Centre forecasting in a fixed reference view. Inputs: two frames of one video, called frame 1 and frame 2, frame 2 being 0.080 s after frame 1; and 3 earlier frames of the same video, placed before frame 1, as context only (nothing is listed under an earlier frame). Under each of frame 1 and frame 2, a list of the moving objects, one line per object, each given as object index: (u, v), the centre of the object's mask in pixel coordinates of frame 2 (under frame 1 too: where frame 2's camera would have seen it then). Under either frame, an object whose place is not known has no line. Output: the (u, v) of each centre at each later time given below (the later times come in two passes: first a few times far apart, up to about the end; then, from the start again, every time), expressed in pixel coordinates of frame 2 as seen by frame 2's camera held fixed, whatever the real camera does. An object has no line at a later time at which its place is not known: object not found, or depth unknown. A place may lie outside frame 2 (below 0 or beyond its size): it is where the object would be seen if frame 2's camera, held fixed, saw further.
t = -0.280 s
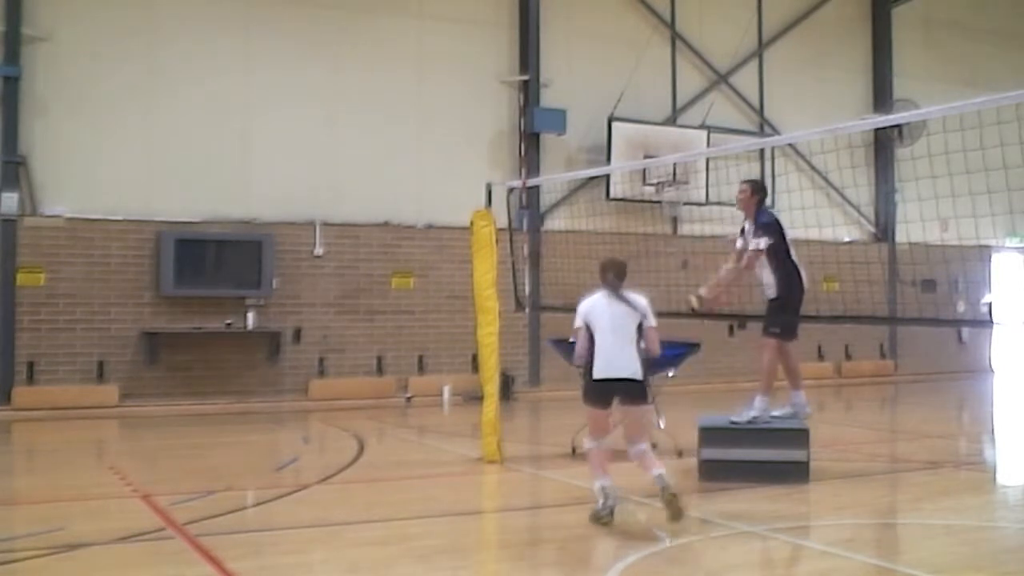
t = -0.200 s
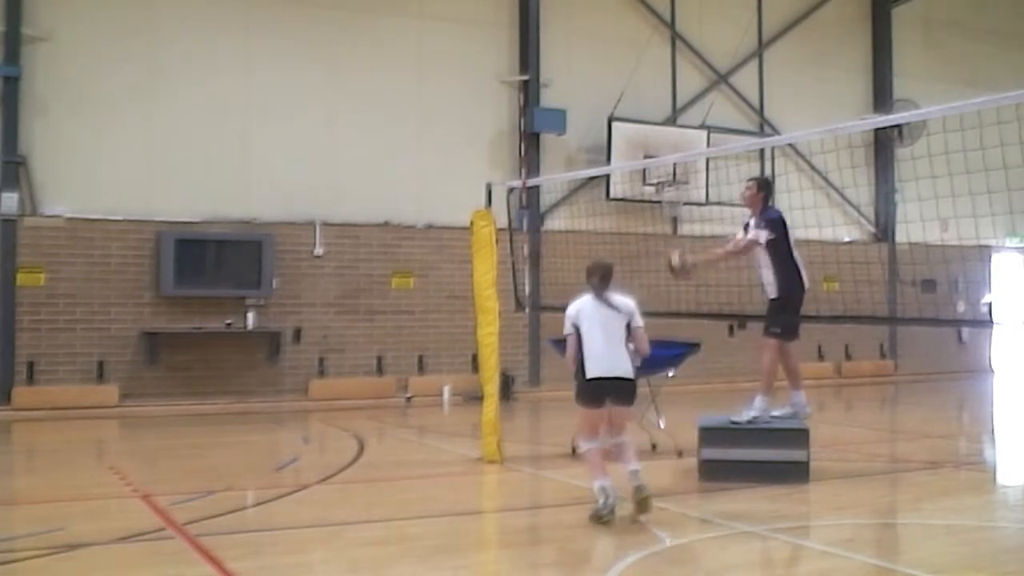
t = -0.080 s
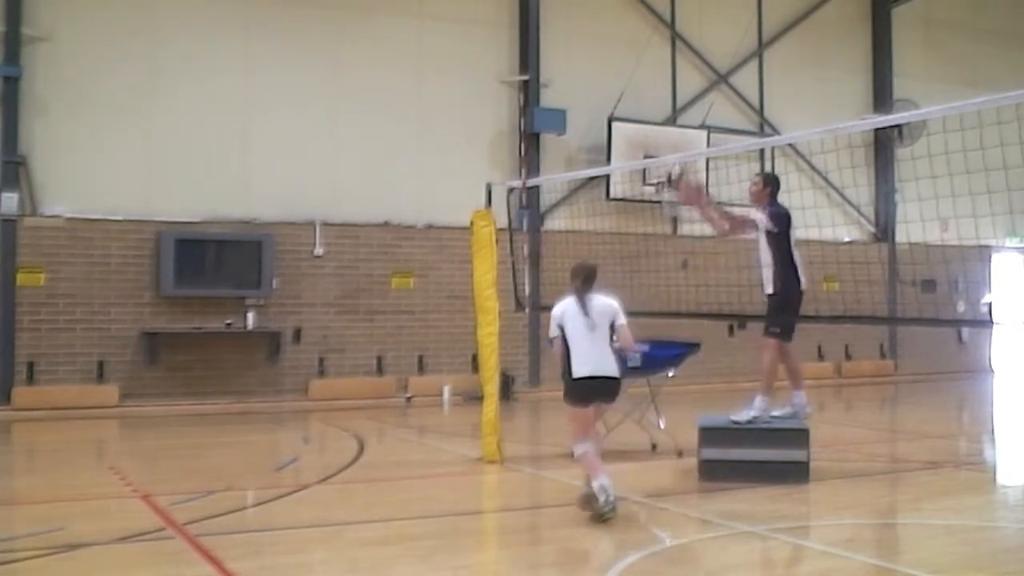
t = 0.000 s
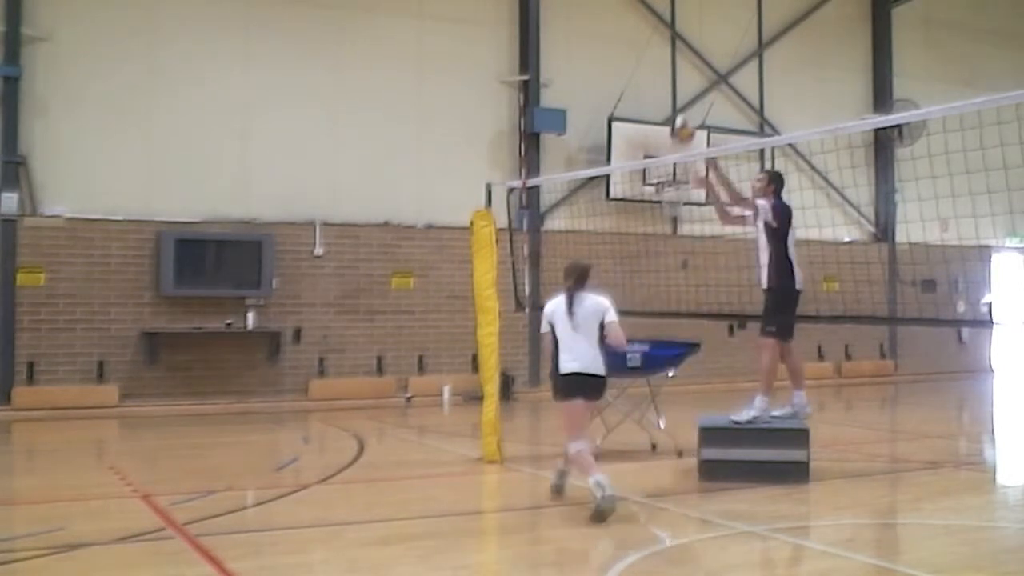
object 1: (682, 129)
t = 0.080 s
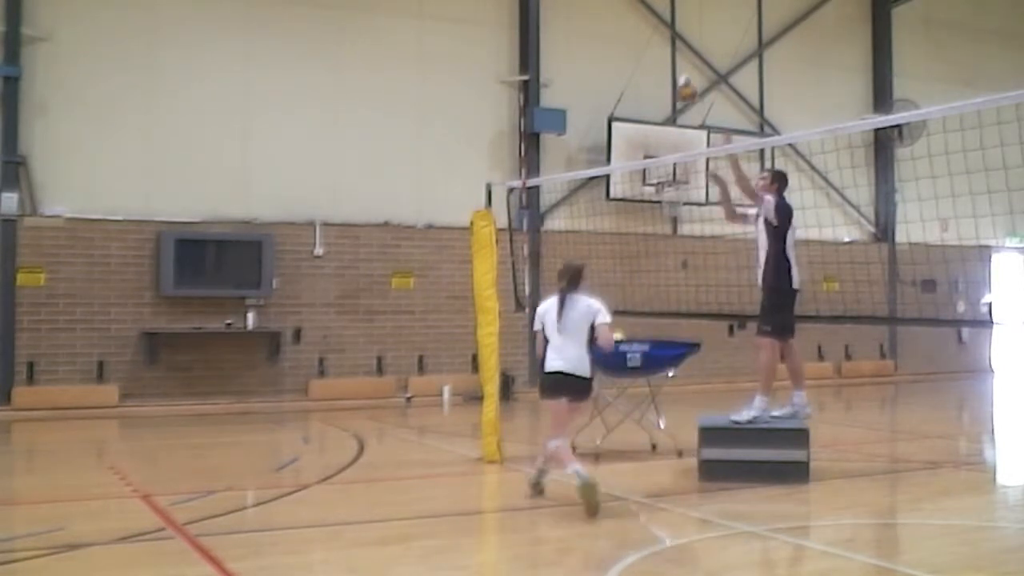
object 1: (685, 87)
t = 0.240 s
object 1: (693, 30)
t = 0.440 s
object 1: (702, 7)
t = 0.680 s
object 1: (712, 36)
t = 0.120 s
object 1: (687, 70)
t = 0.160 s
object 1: (688, 55)
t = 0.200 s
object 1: (690, 42)
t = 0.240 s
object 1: (693, 30)
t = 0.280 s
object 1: (694, 21)
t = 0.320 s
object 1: (696, 13)
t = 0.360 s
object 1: (698, 9)
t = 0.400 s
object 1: (699, 9)
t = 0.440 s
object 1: (702, 7)
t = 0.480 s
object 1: (703, 7)
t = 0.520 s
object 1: (705, 8)
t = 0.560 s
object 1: (707, 11)
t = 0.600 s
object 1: (709, 17)
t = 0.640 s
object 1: (711, 26)
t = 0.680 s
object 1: (712, 36)
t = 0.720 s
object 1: (714, 48)
